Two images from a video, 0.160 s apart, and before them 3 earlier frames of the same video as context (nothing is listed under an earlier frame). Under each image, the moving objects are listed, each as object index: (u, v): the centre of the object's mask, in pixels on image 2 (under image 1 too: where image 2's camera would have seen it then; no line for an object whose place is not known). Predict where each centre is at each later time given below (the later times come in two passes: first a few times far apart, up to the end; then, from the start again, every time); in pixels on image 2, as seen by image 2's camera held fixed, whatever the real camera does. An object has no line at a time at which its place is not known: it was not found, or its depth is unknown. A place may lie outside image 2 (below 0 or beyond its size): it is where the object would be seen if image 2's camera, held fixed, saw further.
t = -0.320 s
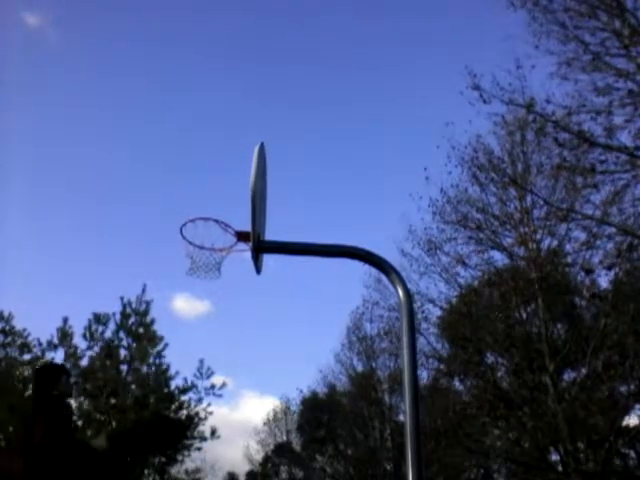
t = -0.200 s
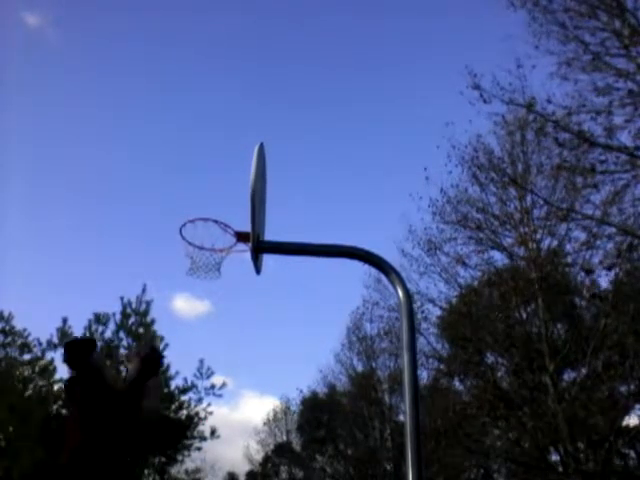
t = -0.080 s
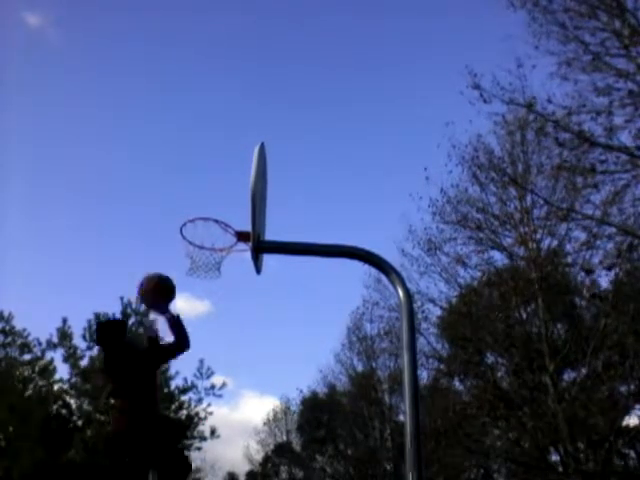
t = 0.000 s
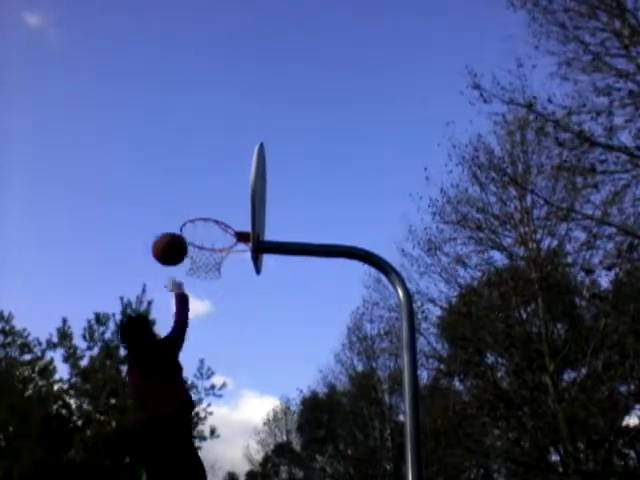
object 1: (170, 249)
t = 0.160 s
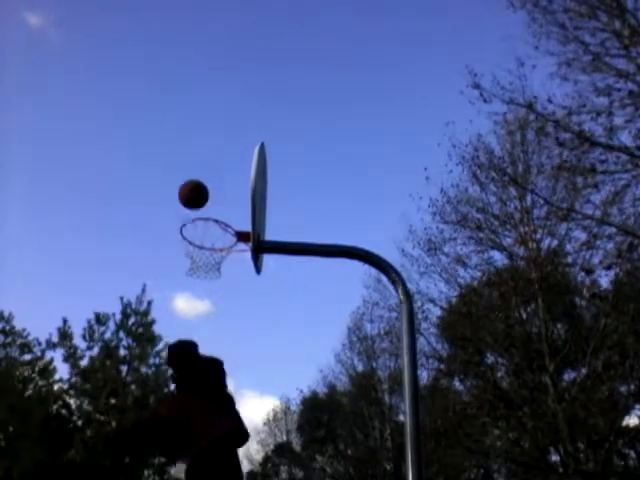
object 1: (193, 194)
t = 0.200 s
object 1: (198, 186)
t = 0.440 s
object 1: (218, 174)
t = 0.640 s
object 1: (226, 203)
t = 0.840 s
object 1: (232, 230)
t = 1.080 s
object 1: (239, 233)
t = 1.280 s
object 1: (242, 275)
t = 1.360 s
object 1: (240, 303)
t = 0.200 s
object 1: (198, 186)
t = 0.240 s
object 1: (202, 180)
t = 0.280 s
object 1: (206, 176)
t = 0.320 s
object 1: (209, 173)
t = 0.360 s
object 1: (212, 172)
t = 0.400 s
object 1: (215, 172)
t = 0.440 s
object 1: (218, 174)
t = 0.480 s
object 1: (220, 177)
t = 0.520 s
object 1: (222, 182)
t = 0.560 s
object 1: (223, 187)
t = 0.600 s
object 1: (225, 194)
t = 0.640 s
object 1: (226, 203)
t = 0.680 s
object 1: (228, 212)
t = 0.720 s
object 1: (229, 224)
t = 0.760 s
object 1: (229, 236)
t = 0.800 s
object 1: (230, 234)
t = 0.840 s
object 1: (232, 230)
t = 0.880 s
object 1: (234, 227)
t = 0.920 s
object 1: (236, 226)
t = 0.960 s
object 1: (236, 226)
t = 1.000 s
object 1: (237, 226)
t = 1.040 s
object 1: (239, 229)
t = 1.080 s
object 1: (239, 233)
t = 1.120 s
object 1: (240, 238)
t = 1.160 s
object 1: (241, 244)
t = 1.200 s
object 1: (241, 254)
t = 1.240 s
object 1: (242, 264)
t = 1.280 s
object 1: (242, 275)
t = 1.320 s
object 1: (241, 288)
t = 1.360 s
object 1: (240, 303)
